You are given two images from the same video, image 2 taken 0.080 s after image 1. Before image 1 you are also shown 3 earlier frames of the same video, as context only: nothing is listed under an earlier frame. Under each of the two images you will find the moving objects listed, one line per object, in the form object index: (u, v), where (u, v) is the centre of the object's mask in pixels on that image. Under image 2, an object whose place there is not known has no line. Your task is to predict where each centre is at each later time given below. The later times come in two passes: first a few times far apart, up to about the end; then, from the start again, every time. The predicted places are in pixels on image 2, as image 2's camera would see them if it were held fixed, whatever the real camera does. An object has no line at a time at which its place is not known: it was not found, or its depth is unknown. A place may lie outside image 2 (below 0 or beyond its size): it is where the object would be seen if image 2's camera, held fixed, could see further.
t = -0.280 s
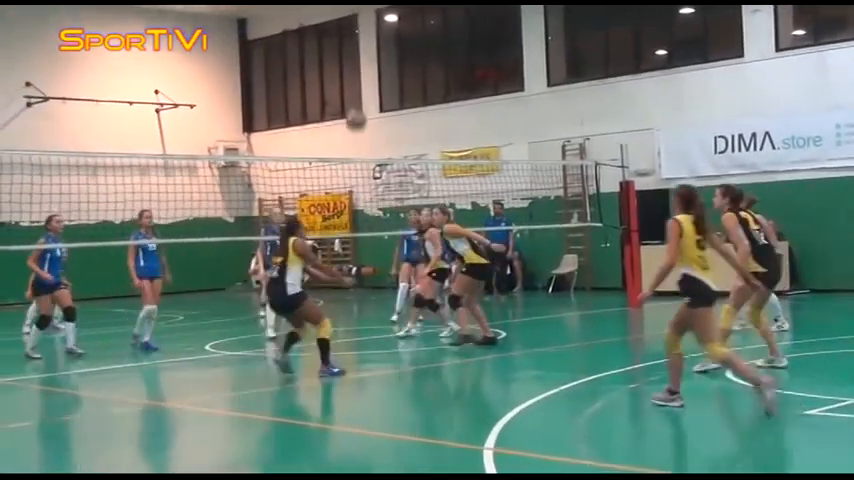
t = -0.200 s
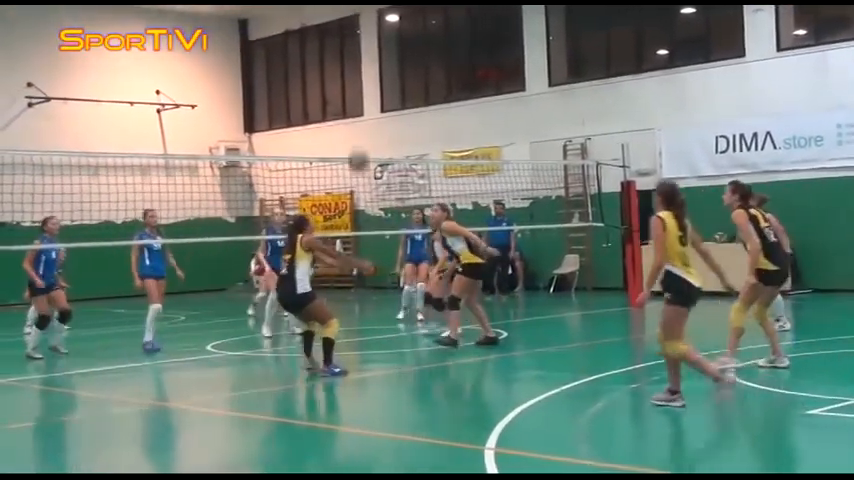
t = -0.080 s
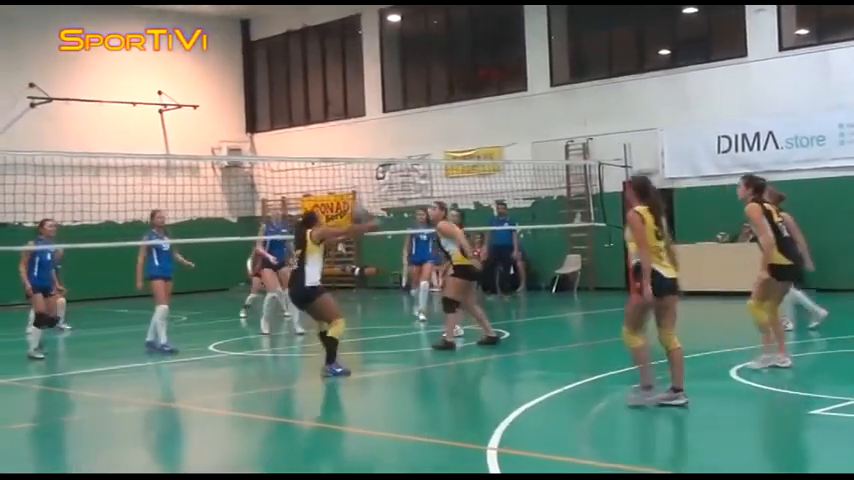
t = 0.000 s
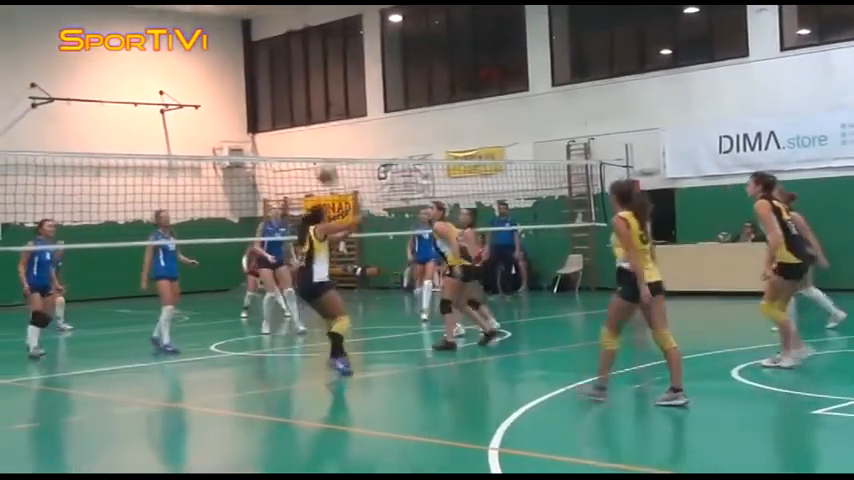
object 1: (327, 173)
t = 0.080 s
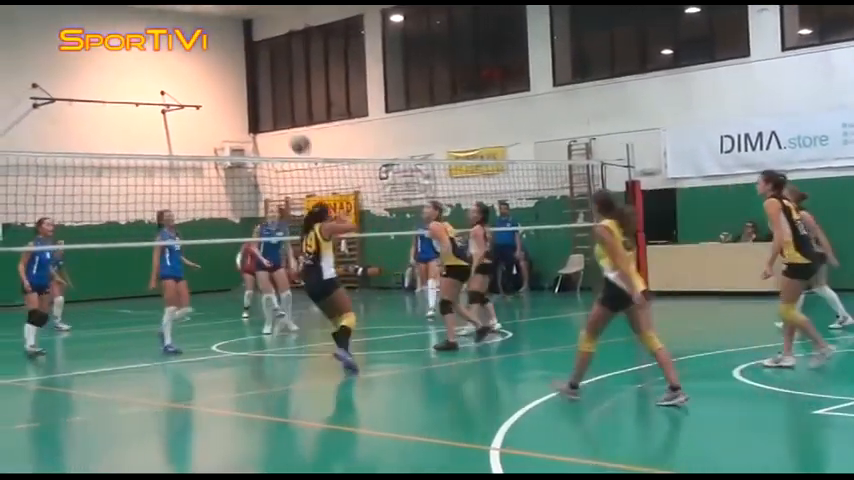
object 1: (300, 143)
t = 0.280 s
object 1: (237, 99)
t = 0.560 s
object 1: (166, 99)
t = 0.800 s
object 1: (116, 146)
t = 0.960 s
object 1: (87, 200)
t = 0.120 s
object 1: (286, 130)
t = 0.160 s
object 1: (273, 117)
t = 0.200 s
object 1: (261, 109)
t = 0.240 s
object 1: (249, 103)
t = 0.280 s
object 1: (237, 99)
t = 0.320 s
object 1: (227, 94)
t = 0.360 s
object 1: (216, 91)
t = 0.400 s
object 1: (205, 90)
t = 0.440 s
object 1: (195, 90)
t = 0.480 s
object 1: (185, 92)
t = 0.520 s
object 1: (175, 95)
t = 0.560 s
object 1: (166, 99)
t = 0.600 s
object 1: (158, 105)
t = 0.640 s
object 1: (148, 111)
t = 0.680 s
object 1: (140, 118)
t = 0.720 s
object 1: (132, 127)
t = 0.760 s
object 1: (124, 136)
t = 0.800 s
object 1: (116, 146)
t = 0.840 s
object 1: (108, 163)
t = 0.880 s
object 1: (100, 172)
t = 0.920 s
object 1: (94, 186)
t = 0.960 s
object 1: (87, 200)
